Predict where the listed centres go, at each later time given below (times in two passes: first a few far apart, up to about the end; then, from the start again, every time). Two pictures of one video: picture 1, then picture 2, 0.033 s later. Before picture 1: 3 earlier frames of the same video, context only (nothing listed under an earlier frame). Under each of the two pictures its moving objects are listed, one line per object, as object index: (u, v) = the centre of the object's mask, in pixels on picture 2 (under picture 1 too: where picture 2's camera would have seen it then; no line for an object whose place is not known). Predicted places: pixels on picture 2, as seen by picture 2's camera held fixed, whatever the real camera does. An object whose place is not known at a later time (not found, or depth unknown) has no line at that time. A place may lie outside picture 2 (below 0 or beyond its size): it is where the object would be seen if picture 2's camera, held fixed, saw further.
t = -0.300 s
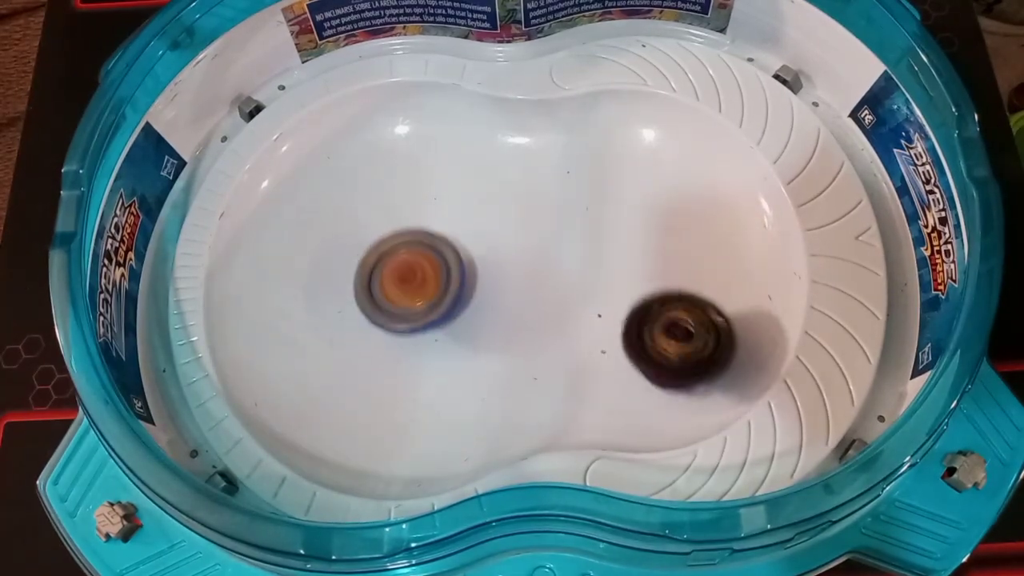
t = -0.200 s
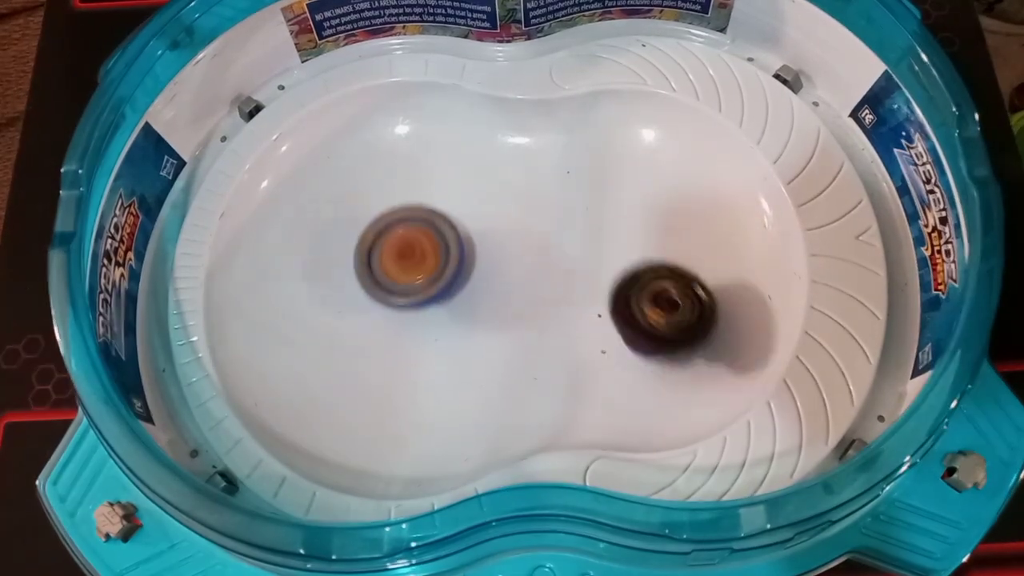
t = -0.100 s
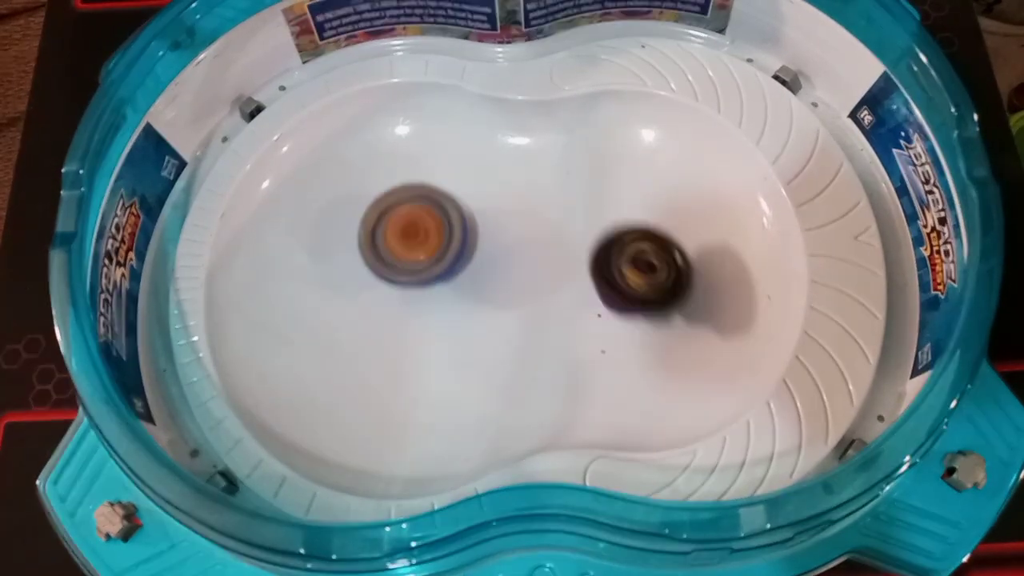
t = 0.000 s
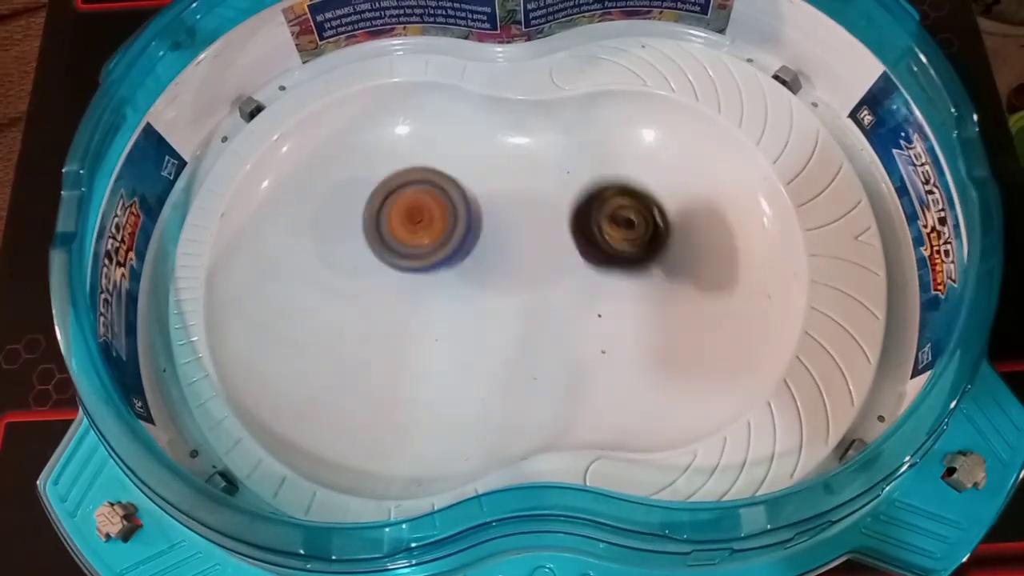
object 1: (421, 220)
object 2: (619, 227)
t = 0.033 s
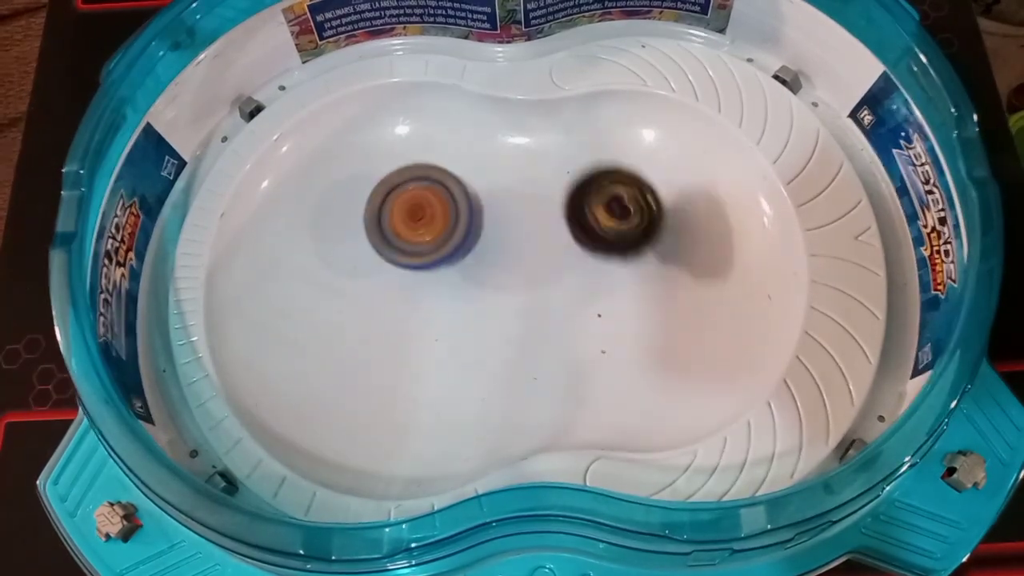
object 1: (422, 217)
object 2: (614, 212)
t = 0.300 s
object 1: (410, 234)
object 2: (562, 147)
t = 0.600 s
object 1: (370, 256)
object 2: (514, 220)
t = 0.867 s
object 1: (367, 269)
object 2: (467, 311)
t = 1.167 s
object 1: (359, 257)
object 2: (475, 331)
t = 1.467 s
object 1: (393, 272)
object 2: (525, 290)
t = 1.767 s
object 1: (409, 315)
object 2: (616, 309)
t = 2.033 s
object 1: (399, 306)
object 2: (658, 315)
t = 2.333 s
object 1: (412, 257)
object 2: (655, 260)
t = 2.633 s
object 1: (425, 238)
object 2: (630, 200)
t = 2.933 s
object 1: (397, 265)
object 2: (605, 202)
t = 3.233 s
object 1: (373, 269)
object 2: (558, 244)
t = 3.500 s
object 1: (396, 276)
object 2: (498, 251)
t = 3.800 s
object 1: (364, 289)
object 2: (596, 257)
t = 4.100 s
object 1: (406, 276)
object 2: (637, 331)
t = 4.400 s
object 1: (449, 270)
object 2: (617, 294)
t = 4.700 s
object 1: (444, 263)
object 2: (624, 198)
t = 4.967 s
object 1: (401, 272)
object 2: (641, 205)
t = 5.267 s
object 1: (364, 264)
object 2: (589, 267)
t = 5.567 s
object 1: (397, 264)
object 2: (491, 225)
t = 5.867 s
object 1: (402, 309)
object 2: (448, 141)
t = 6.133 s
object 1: (404, 312)
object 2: (382, 193)
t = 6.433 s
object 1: (406, 273)
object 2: (284, 268)
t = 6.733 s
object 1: (394, 233)
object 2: (320, 318)
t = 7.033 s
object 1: (390, 221)
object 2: (400, 366)
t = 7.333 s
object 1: (409, 245)
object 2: (448, 344)
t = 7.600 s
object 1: (416, 243)
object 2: (486, 324)
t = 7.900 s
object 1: (405, 271)
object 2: (516, 278)
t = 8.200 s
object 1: (405, 301)
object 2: (552, 268)
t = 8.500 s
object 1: (403, 296)
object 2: (546, 265)
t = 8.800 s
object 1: (390, 268)
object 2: (524, 229)
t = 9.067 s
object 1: (385, 244)
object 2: (516, 228)
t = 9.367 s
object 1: (392, 254)
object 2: (504, 268)
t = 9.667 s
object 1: (411, 254)
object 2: (517, 301)
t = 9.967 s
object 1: (419, 260)
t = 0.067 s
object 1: (423, 216)
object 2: (607, 198)
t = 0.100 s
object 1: (423, 216)
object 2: (601, 185)
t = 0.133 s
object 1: (423, 217)
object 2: (595, 173)
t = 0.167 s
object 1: (422, 220)
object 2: (588, 164)
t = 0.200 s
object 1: (421, 222)
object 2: (581, 157)
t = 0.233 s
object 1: (418, 225)
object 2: (575, 151)
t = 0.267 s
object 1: (415, 229)
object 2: (568, 147)
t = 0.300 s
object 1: (410, 234)
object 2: (562, 147)
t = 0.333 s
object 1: (405, 238)
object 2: (558, 147)
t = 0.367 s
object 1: (400, 241)
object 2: (552, 149)
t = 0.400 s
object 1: (395, 244)
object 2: (548, 154)
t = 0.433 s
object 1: (390, 247)
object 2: (542, 161)
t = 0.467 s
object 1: (385, 249)
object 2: (536, 171)
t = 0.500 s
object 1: (380, 251)
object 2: (531, 182)
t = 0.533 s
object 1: (376, 253)
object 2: (526, 194)
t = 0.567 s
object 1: (373, 255)
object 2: (520, 207)
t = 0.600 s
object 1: (370, 256)
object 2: (514, 220)
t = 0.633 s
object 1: (367, 258)
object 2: (509, 233)
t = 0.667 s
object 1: (366, 259)
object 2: (502, 247)
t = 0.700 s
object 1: (366, 261)
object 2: (497, 259)
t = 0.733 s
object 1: (367, 262)
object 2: (489, 271)
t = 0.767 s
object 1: (368, 263)
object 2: (481, 283)
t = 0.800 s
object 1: (369, 265)
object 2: (474, 291)
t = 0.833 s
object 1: (368, 267)
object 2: (471, 301)
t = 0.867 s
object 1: (367, 269)
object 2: (467, 311)
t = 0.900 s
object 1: (367, 270)
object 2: (463, 316)
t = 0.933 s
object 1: (367, 271)
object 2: (461, 321)
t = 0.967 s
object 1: (365, 271)
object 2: (457, 324)
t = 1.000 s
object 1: (363, 270)
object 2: (462, 331)
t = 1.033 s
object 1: (358, 267)
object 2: (465, 334)
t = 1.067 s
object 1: (356, 264)
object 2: (469, 335)
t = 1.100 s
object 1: (356, 261)
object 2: (472, 334)
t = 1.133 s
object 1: (357, 259)
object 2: (473, 334)
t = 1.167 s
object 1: (359, 257)
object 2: (475, 331)
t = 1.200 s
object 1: (362, 255)
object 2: (475, 327)
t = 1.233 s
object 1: (367, 254)
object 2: (475, 322)
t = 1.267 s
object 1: (373, 254)
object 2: (474, 315)
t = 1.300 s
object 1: (380, 254)
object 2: (474, 308)
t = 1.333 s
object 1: (384, 256)
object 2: (475, 302)
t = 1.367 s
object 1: (386, 259)
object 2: (484, 301)
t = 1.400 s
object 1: (387, 262)
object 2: (498, 295)
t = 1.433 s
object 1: (391, 267)
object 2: (512, 290)
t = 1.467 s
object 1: (393, 272)
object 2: (525, 290)
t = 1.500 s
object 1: (396, 276)
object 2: (537, 290)
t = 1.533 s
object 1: (399, 281)
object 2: (549, 291)
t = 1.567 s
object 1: (402, 286)
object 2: (560, 293)
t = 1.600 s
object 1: (404, 291)
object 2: (571, 295)
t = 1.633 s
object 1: (406, 296)
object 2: (581, 297)
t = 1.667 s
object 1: (408, 301)
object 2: (590, 300)
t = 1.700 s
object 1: (409, 306)
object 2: (600, 303)
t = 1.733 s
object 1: (409, 311)
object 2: (607, 306)
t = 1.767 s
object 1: (409, 315)
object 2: (616, 309)
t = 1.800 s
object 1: (408, 318)
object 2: (623, 312)
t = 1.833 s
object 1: (407, 320)
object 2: (630, 315)
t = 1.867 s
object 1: (404, 321)
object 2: (638, 317)
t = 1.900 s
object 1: (403, 320)
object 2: (644, 319)
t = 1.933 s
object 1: (402, 319)
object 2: (648, 319)
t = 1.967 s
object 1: (401, 316)
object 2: (652, 318)
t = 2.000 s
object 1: (400, 311)
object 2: (655, 316)
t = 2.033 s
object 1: (399, 306)
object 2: (658, 315)
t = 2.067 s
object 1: (399, 301)
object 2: (660, 312)
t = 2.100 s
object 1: (400, 295)
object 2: (661, 308)
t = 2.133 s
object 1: (401, 289)
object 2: (662, 304)
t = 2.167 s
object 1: (403, 283)
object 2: (662, 297)
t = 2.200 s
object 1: (405, 278)
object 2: (662, 291)
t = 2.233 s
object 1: (406, 272)
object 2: (661, 284)
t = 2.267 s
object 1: (408, 266)
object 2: (659, 276)
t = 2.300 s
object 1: (410, 261)
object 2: (657, 268)
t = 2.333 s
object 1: (412, 257)
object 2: (655, 260)
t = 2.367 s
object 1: (414, 251)
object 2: (652, 253)
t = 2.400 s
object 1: (417, 248)
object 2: (650, 245)
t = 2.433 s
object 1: (418, 245)
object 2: (647, 237)
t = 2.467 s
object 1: (421, 241)
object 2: (644, 230)
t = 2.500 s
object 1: (422, 239)
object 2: (641, 222)
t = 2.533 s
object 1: (424, 238)
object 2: (638, 216)
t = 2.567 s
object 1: (425, 236)
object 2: (636, 210)
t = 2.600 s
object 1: (425, 237)
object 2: (632, 205)
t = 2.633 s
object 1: (425, 238)
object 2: (630, 200)
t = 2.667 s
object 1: (425, 240)
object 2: (626, 196)
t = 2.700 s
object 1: (423, 242)
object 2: (623, 194)
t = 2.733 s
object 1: (421, 245)
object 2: (622, 193)
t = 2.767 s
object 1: (418, 248)
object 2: (619, 194)
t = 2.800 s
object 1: (415, 252)
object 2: (617, 194)
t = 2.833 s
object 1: (411, 256)
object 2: (613, 194)
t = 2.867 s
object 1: (407, 260)
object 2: (611, 197)
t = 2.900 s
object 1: (401, 263)
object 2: (609, 198)
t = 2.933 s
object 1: (397, 265)
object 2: (605, 202)
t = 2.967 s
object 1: (391, 267)
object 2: (602, 206)
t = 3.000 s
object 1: (386, 268)
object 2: (597, 211)
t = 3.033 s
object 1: (381, 269)
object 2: (592, 217)
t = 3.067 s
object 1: (377, 271)
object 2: (588, 220)
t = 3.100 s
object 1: (374, 270)
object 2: (583, 226)
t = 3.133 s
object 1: (372, 270)
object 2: (578, 231)
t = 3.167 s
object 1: (371, 270)
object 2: (571, 236)
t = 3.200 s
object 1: (372, 270)
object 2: (565, 240)
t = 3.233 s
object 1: (373, 269)
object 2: (558, 244)
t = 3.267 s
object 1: (374, 269)
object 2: (550, 248)
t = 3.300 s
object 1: (376, 269)
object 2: (542, 250)
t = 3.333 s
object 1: (378, 268)
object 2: (533, 253)
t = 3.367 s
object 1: (382, 269)
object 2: (524, 254)
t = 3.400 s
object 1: (386, 270)
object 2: (515, 254)
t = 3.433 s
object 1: (391, 271)
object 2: (507, 254)
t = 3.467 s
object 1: (395, 273)
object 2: (498, 252)
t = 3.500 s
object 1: (396, 276)
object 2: (498, 251)
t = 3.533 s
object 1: (392, 281)
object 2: (510, 248)
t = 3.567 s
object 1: (384, 284)
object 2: (520, 242)
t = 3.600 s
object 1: (379, 288)
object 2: (531, 238)
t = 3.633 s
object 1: (374, 289)
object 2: (543, 235)
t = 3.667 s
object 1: (370, 291)
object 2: (554, 237)
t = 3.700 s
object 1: (366, 291)
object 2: (564, 238)
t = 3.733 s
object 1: (365, 291)
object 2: (576, 243)
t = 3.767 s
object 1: (364, 289)
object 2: (586, 248)
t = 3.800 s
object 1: (364, 289)
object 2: (596, 257)
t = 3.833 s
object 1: (365, 287)
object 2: (604, 264)
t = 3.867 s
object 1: (367, 286)
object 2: (613, 275)
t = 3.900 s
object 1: (372, 284)
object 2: (619, 284)
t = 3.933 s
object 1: (377, 282)
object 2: (625, 295)
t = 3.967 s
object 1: (382, 281)
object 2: (630, 304)
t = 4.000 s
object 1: (388, 280)
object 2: (633, 313)
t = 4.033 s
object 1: (395, 278)
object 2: (635, 320)
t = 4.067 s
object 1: (401, 277)
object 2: (637, 327)
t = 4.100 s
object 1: (406, 276)
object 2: (637, 331)
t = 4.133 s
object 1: (412, 276)
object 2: (637, 334)
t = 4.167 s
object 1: (418, 276)
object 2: (635, 336)
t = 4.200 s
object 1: (423, 276)
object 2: (633, 336)
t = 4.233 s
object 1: (429, 275)
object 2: (629, 333)
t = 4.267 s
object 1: (434, 275)
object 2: (627, 329)
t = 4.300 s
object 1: (438, 274)
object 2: (624, 322)
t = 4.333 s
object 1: (443, 273)
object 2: (622, 314)
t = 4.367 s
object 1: (446, 271)
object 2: (619, 305)
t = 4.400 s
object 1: (449, 270)
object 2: (617, 294)
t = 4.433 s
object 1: (450, 268)
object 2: (615, 282)
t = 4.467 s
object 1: (452, 267)
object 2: (615, 270)
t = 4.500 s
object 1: (451, 267)
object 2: (614, 257)
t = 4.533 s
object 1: (452, 266)
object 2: (615, 244)
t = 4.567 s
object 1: (451, 265)
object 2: (615, 232)
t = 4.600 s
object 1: (450, 264)
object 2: (617, 221)
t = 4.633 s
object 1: (450, 264)
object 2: (619, 212)
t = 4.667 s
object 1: (447, 264)
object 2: (622, 203)
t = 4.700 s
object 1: (444, 263)
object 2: (624, 198)
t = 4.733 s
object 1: (441, 264)
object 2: (628, 192)
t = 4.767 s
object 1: (436, 264)
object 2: (631, 190)
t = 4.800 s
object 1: (431, 265)
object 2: (633, 189)
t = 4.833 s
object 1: (425, 267)
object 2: (636, 190)
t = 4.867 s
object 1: (419, 268)
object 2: (638, 190)
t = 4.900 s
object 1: (413, 270)
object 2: (641, 194)
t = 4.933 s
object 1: (407, 271)
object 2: (641, 199)
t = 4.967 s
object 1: (401, 272)
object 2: (641, 205)
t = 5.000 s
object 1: (396, 271)
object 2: (639, 211)
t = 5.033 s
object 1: (390, 271)
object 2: (638, 218)
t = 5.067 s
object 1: (384, 271)
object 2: (633, 228)
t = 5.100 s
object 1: (379, 271)
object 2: (629, 235)
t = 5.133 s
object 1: (375, 270)
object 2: (622, 244)
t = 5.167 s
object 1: (370, 269)
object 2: (616, 251)
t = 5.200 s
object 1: (367, 267)
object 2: (608, 259)
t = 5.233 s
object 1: (366, 266)
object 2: (599, 264)
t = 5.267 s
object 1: (364, 264)
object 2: (589, 267)
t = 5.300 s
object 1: (365, 264)
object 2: (579, 269)
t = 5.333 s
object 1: (366, 262)
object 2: (568, 269)
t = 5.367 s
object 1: (368, 262)
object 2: (556, 267)
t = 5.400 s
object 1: (373, 261)
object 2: (545, 264)
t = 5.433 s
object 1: (377, 261)
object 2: (533, 258)
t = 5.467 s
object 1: (381, 261)
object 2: (522, 251)
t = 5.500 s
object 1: (387, 262)
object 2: (511, 243)
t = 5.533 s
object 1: (391, 262)
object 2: (502, 234)
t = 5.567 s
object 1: (397, 264)
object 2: (491, 225)
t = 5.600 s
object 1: (401, 266)
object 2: (483, 213)
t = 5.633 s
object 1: (400, 276)
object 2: (482, 200)
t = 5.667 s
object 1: (400, 283)
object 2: (477, 187)
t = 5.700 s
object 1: (400, 287)
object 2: (471, 175)
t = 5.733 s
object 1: (399, 291)
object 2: (467, 163)
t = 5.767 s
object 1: (400, 296)
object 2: (465, 154)
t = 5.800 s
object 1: (401, 300)
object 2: (461, 148)
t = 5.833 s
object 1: (401, 304)
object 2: (455, 142)
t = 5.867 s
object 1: (402, 309)
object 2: (448, 141)
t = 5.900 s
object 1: (403, 312)
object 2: (442, 138)
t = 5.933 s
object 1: (404, 314)
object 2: (437, 141)
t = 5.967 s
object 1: (405, 316)
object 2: (430, 146)
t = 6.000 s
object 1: (405, 317)
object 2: (423, 154)
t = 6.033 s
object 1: (403, 316)
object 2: (414, 161)
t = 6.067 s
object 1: (401, 316)
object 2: (404, 170)
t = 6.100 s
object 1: (402, 315)
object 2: (392, 182)
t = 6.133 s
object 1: (404, 312)
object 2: (382, 193)
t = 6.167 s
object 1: (404, 309)
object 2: (369, 204)
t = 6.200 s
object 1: (408, 306)
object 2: (357, 215)
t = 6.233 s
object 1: (408, 301)
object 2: (341, 225)
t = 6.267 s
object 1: (408, 297)
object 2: (328, 234)
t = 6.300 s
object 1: (407, 292)
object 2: (317, 244)
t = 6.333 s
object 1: (407, 288)
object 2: (307, 252)
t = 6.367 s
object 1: (407, 283)
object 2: (299, 259)
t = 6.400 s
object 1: (407, 279)
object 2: (289, 265)
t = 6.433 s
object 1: (406, 273)
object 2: (284, 268)
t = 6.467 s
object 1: (404, 269)
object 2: (286, 272)
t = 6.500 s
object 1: (404, 264)
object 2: (285, 279)
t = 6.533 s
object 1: (402, 260)
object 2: (288, 285)
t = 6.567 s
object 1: (401, 256)
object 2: (292, 290)
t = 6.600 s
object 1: (400, 252)
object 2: (297, 292)
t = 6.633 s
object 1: (400, 247)
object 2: (308, 295)
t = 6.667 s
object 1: (398, 240)
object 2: (309, 304)
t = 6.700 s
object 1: (395, 235)
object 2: (312, 312)
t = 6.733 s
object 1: (394, 233)
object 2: (320, 318)
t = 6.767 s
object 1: (394, 229)
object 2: (330, 328)
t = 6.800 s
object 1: (392, 225)
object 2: (337, 339)
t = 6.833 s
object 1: (390, 223)
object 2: (345, 346)
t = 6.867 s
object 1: (389, 220)
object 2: (355, 350)
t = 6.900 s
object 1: (389, 217)
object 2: (363, 356)
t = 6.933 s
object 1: (387, 216)
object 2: (372, 360)
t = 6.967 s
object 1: (388, 217)
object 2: (383, 363)
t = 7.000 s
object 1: (388, 217)
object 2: (392, 364)
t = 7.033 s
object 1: (390, 221)
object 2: (400, 366)
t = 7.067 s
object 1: (392, 222)
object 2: (408, 366)
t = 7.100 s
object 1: (394, 225)
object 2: (417, 364)
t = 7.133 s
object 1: (396, 231)
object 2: (421, 363)
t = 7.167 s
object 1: (399, 235)
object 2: (426, 358)
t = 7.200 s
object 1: (402, 239)
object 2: (432, 352)
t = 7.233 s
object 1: (405, 242)
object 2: (436, 346)
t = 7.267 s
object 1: (408, 245)
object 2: (442, 339)
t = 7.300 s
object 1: (410, 245)
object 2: (448, 339)
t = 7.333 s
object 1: (409, 245)
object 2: (448, 344)
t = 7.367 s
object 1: (409, 248)
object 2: (448, 339)
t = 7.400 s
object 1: (411, 247)
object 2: (457, 336)
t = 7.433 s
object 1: (413, 245)
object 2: (467, 337)
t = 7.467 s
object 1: (415, 243)
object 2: (469, 340)
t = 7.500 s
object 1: (415, 242)
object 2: (469, 339)
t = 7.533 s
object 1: (416, 243)
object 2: (473, 334)
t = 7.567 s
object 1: (417, 243)
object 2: (481, 328)
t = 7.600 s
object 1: (416, 243)
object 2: (486, 324)
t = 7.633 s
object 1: (417, 244)
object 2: (488, 322)
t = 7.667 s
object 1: (415, 245)
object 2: (489, 314)
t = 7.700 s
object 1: (412, 248)
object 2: (493, 307)
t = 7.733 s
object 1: (410, 250)
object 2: (495, 302)
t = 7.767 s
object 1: (407, 255)
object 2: (499, 295)
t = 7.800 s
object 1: (406, 260)
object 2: (505, 289)
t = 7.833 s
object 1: (406, 264)
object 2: (509, 285)
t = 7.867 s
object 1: (406, 267)
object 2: (514, 282)
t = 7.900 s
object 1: (405, 271)
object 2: (516, 278)
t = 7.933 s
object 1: (404, 275)
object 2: (522, 272)
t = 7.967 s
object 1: (404, 279)
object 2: (528, 270)
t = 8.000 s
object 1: (403, 282)
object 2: (532, 269)
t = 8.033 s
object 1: (403, 285)
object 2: (537, 268)
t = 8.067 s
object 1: (403, 289)
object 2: (540, 268)
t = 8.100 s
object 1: (403, 292)
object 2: (543, 266)
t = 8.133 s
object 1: (404, 295)
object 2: (547, 267)
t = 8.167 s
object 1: (404, 299)
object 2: (549, 268)
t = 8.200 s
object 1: (405, 301)
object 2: (552, 268)
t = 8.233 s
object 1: (405, 303)
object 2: (553, 272)
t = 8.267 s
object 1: (405, 305)
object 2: (552, 272)
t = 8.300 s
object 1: (407, 304)
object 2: (552, 271)
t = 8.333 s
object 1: (405, 302)
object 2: (551, 271)
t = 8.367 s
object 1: (403, 302)
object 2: (551, 271)
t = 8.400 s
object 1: (405, 301)
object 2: (550, 273)
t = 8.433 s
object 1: (405, 297)
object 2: (545, 271)
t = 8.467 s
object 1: (403, 297)
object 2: (545, 267)
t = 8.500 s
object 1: (403, 296)
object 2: (546, 265)
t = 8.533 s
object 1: (403, 292)
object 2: (546, 262)
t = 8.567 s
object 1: (402, 289)
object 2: (543, 261)
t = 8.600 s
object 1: (400, 287)
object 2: (536, 256)
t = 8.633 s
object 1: (399, 285)
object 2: (534, 248)
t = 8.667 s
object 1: (398, 280)
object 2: (535, 243)
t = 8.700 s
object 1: (396, 276)
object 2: (534, 241)
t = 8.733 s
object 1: (393, 273)
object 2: (532, 239)
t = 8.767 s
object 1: (391, 271)
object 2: (528, 236)
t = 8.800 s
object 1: (390, 268)
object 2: (524, 229)
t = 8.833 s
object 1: (388, 263)
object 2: (527, 225)
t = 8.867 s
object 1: (386, 260)
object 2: (529, 225)
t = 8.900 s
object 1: (384, 257)
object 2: (528, 227)
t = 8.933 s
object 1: (382, 255)
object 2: (524, 229)
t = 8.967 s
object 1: (382, 251)
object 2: (518, 227)
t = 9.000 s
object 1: (381, 248)
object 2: (517, 224)
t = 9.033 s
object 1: (382, 246)
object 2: (518, 225)
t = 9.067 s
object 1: (385, 244)
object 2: (516, 228)
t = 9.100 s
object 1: (386, 243)
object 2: (512, 233)
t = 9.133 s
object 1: (388, 244)
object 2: (504, 237)
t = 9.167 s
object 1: (389, 244)
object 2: (498, 237)
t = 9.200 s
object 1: (389, 245)
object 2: (499, 238)
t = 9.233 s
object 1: (392, 247)
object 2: (499, 242)
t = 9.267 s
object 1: (393, 245)
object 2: (494, 247)
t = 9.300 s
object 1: (394, 245)
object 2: (499, 254)
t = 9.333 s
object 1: (394, 248)
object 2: (500, 265)
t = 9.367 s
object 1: (392, 254)
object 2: (504, 268)
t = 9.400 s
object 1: (396, 258)
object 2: (511, 270)
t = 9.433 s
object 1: (401, 258)
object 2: (516, 274)
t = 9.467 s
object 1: (403, 254)
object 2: (521, 278)
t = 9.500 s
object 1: (401, 251)
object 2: (524, 285)
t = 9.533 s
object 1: (399, 251)
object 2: (523, 291)
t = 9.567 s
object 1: (398, 253)
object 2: (522, 295)
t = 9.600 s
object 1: (399, 257)
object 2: (521, 299)
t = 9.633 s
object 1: (405, 257)
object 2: (519, 301)
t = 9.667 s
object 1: (411, 254)
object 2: (517, 301)
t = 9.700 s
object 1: (414, 252)
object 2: (514, 300)
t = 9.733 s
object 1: (413, 251)
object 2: (509, 296)
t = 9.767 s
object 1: (411, 251)
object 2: (507, 291)
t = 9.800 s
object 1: (407, 255)
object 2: (511, 291)
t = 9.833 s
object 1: (404, 260)
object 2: (509, 291)
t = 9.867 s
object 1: (404, 265)
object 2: (506, 287)
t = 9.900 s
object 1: (408, 268)
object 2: (505, 281)
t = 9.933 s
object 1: (414, 265)
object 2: (508, 276)
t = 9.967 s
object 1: (419, 260)
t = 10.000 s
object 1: (419, 253)
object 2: (518, 272)
